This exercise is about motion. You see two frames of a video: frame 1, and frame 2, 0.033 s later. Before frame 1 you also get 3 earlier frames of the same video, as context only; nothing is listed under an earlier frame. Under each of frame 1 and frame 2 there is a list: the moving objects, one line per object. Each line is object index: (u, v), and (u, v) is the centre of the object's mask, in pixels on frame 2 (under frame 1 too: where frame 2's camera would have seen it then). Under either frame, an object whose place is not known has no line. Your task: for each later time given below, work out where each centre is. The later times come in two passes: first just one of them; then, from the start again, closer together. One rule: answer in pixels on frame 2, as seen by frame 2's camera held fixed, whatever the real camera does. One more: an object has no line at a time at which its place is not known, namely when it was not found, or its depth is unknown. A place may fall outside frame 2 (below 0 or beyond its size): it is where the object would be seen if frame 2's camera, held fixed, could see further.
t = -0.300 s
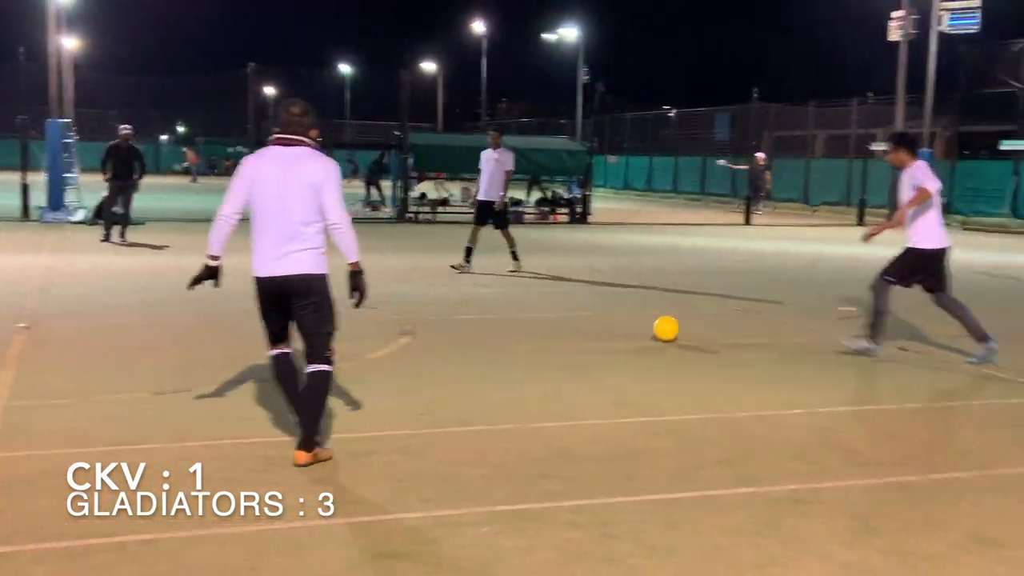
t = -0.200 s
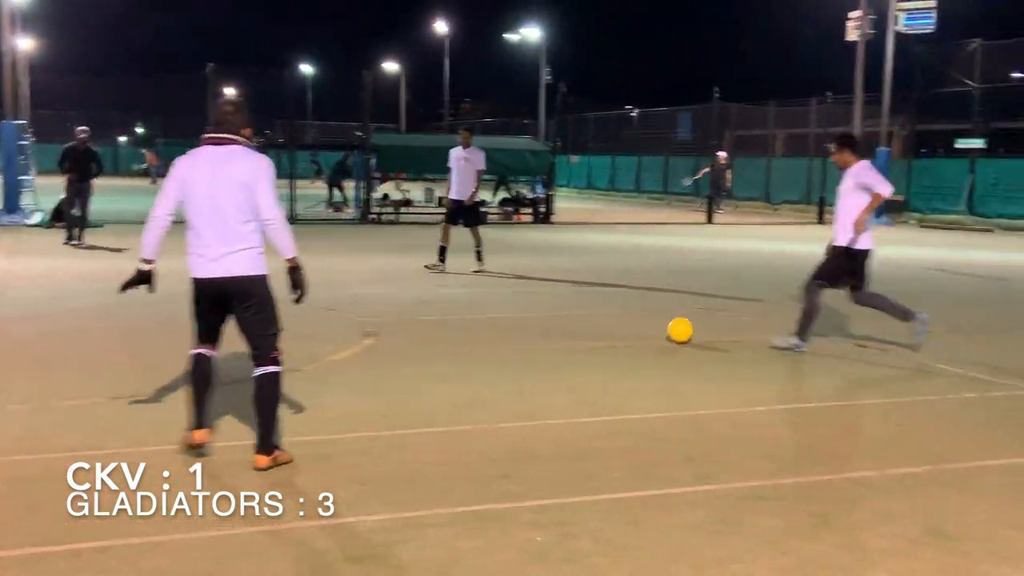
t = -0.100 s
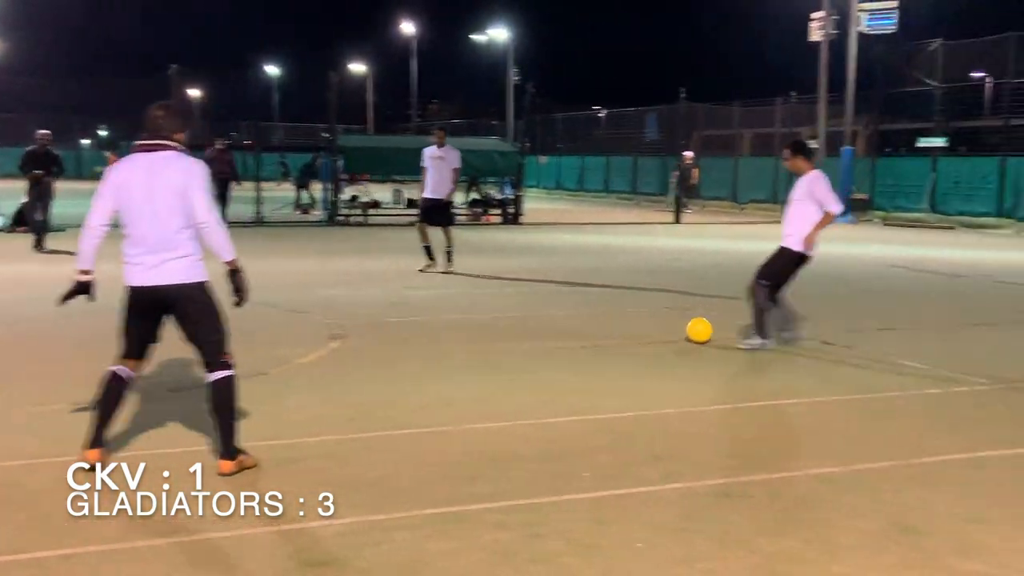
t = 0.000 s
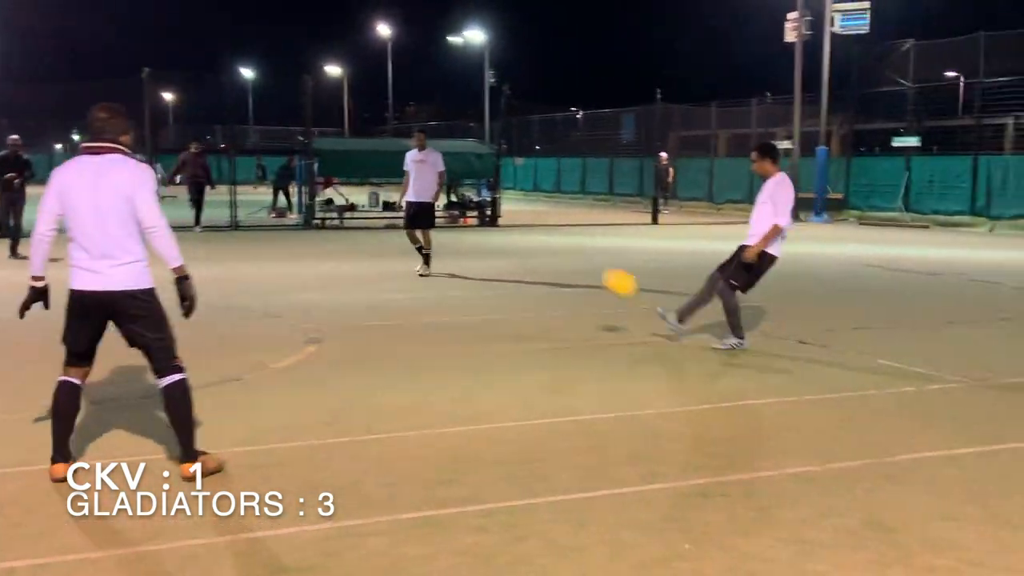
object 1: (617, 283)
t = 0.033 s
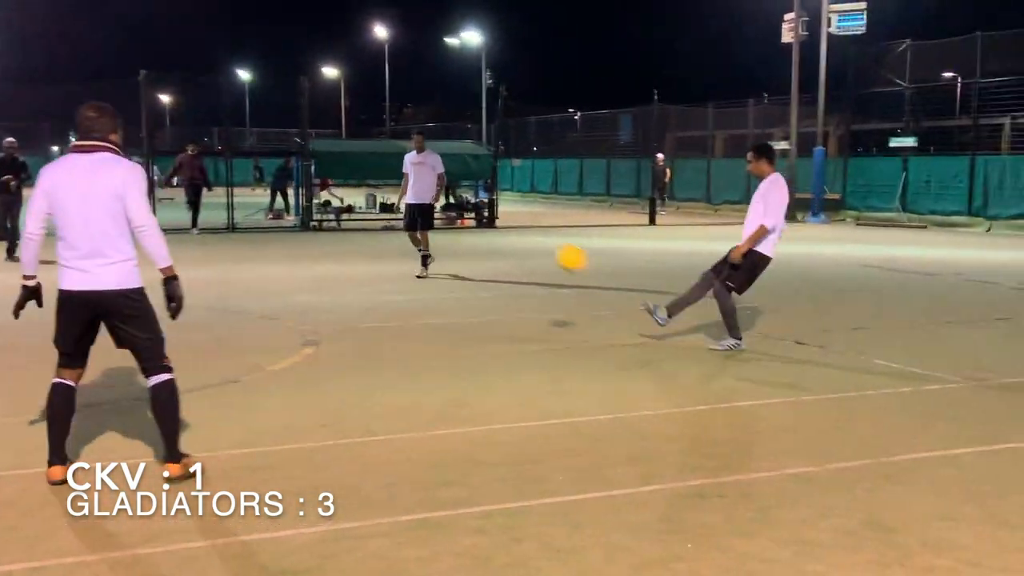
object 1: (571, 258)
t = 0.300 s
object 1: (184, 83)
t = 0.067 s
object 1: (526, 233)
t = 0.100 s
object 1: (480, 209)
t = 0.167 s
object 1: (384, 163)
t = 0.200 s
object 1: (336, 142)
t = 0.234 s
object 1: (283, 120)
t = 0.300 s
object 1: (184, 83)
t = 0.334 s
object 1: (127, 64)
